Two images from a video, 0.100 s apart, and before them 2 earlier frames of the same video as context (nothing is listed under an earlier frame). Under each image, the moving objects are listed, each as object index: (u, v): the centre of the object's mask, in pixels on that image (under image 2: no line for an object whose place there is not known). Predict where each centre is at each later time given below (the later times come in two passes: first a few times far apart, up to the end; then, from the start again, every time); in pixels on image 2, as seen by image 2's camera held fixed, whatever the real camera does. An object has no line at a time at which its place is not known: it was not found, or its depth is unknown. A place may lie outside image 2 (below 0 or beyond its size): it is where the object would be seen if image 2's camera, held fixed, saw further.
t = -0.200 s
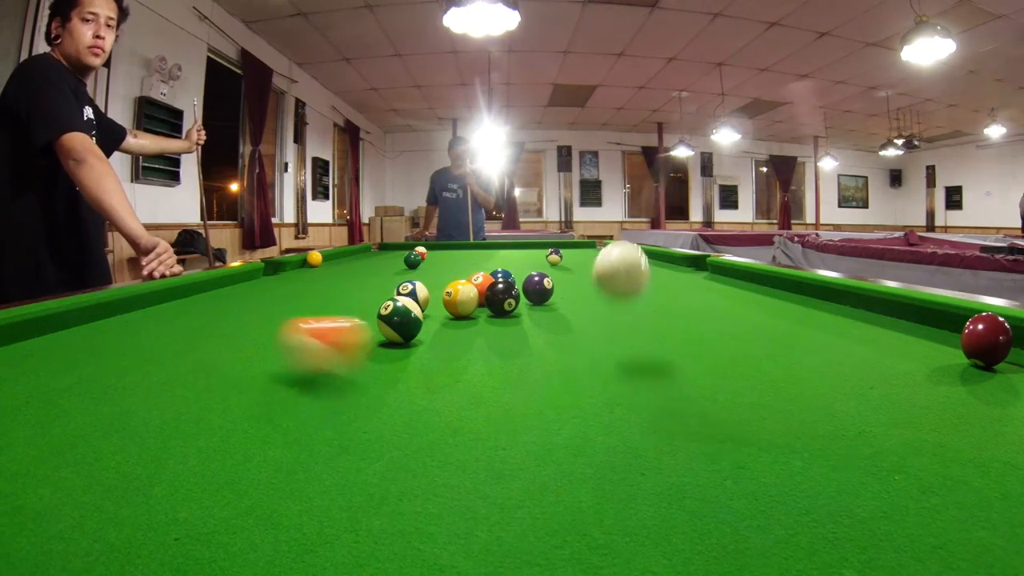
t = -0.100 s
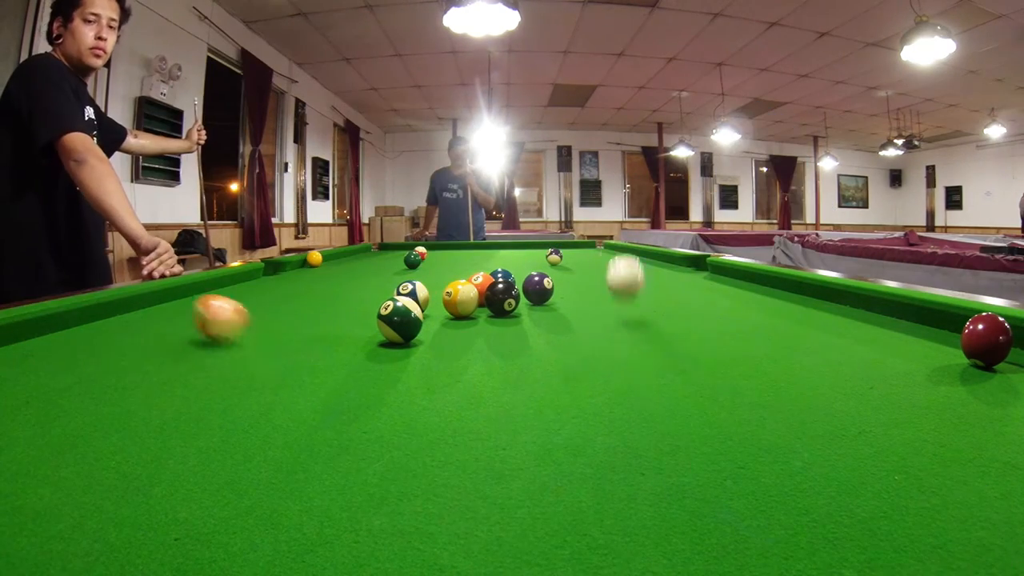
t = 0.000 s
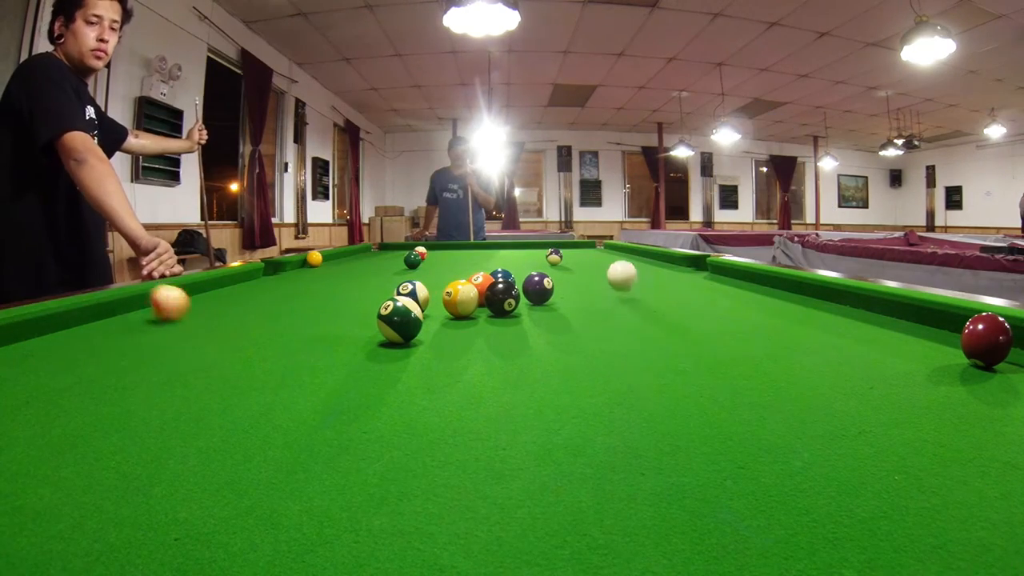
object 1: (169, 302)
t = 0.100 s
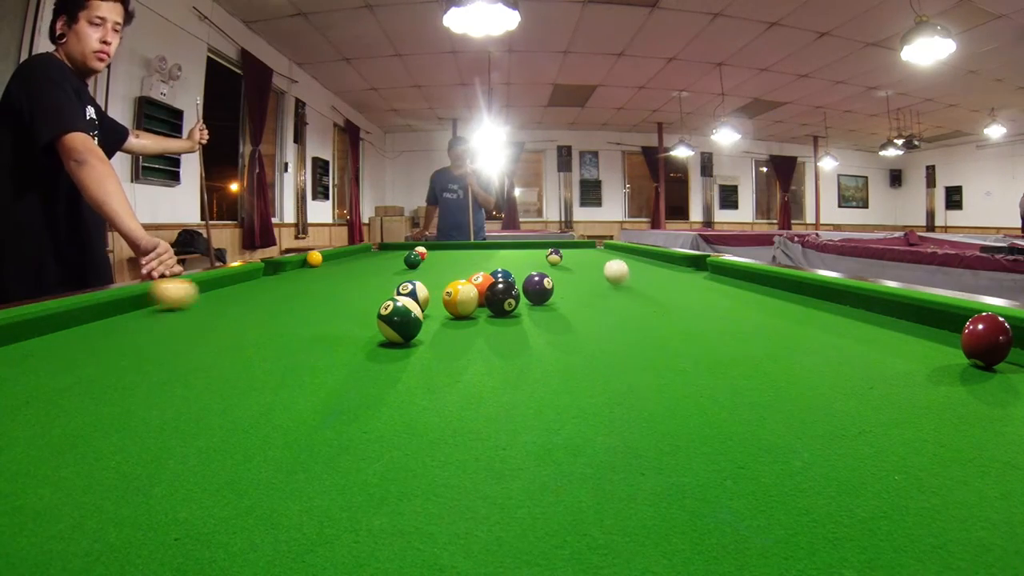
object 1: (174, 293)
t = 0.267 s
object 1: (295, 286)
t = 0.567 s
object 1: (460, 270)
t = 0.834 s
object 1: (566, 264)
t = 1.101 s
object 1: (638, 258)
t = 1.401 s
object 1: (629, 255)
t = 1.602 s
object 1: (593, 255)
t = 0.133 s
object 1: (200, 291)
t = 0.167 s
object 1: (226, 291)
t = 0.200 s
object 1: (251, 289)
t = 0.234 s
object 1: (273, 288)
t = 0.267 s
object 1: (295, 286)
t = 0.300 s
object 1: (316, 284)
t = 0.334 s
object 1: (336, 283)
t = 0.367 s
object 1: (355, 281)
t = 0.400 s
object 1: (375, 279)
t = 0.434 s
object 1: (392, 276)
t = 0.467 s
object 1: (411, 273)
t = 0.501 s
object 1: (429, 274)
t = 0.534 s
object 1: (445, 272)
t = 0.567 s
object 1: (460, 270)
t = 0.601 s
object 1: (474, 267)
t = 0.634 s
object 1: (489, 265)
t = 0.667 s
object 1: (507, 264)
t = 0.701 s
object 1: (519, 266)
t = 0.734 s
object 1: (531, 265)
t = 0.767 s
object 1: (543, 264)
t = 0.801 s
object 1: (555, 265)
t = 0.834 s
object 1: (566, 264)
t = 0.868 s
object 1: (577, 263)
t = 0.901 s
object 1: (587, 262)
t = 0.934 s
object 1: (596, 262)
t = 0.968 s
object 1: (606, 261)
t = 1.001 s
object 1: (614, 260)
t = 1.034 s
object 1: (623, 259)
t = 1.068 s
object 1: (631, 259)
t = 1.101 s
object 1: (638, 258)
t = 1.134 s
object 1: (646, 257)
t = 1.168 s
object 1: (653, 257)
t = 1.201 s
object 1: (659, 256)
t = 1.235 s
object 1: (661, 256)
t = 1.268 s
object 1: (655, 256)
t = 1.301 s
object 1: (648, 256)
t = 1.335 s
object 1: (641, 255)
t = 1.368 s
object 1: (635, 255)
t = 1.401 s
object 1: (629, 255)
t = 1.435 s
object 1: (623, 255)
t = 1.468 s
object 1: (616, 255)
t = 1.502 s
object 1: (611, 255)
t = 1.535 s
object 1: (605, 255)
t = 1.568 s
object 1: (599, 254)
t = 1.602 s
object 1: (593, 255)
